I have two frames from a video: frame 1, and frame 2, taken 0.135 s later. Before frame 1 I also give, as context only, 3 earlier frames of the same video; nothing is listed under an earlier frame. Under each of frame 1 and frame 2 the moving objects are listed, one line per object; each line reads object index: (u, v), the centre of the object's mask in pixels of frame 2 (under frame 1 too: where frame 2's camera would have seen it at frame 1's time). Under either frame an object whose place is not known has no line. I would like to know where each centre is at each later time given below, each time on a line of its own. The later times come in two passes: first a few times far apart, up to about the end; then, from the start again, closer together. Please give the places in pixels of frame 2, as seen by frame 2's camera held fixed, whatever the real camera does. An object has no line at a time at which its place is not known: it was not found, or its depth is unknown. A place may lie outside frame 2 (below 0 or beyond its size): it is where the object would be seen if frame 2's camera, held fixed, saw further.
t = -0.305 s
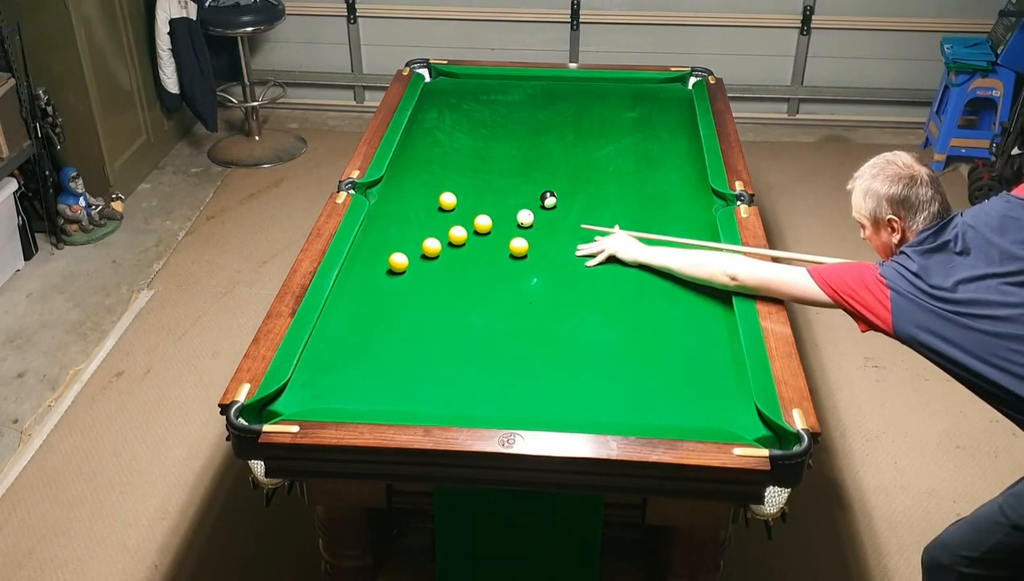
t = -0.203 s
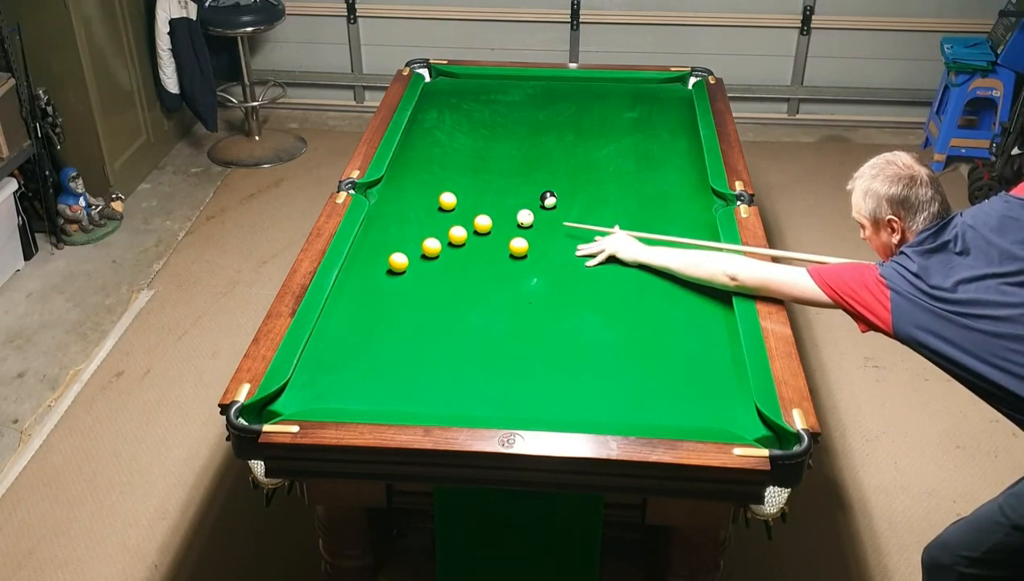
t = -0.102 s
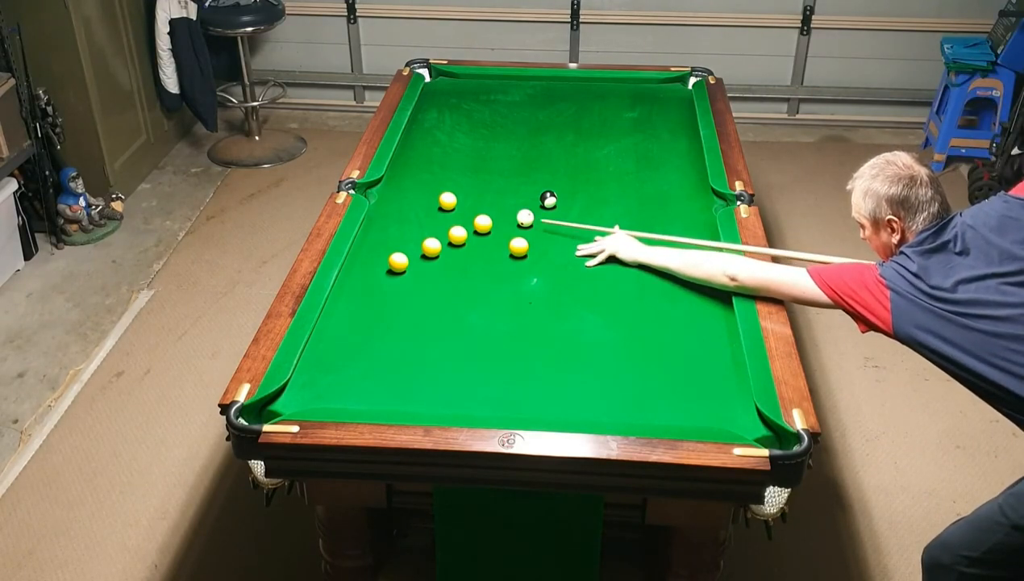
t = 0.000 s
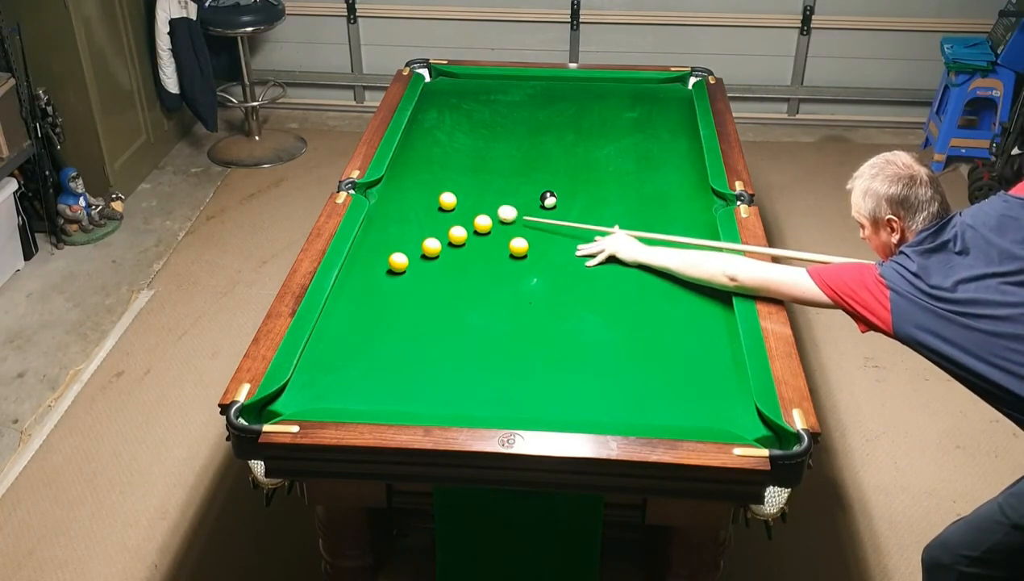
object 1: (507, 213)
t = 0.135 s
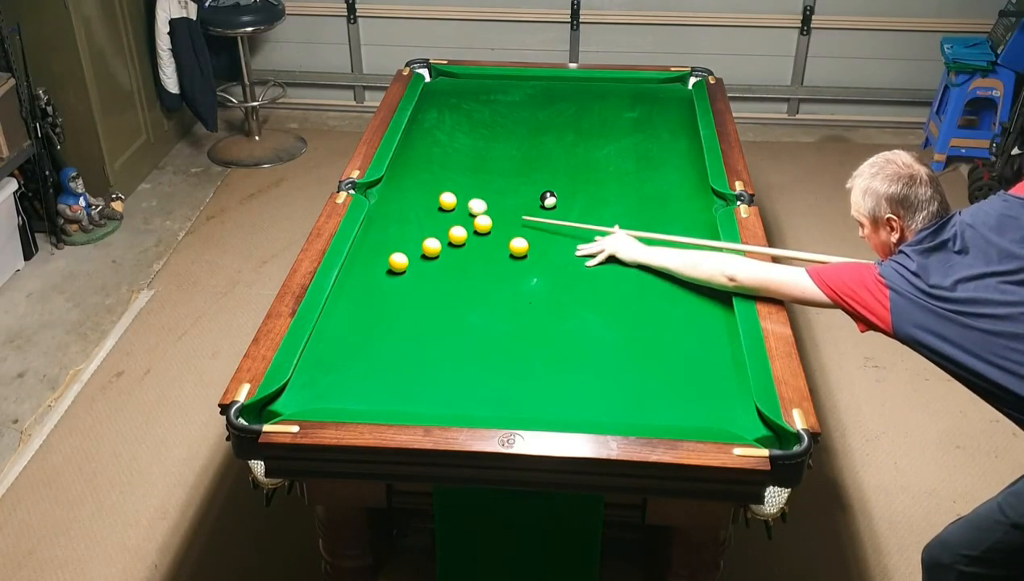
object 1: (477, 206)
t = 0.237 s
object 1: (464, 203)
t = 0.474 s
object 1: (459, 199)
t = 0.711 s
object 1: (454, 196)
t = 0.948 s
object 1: (450, 193)
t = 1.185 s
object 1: (448, 191)
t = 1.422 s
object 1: (446, 190)
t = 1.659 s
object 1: (446, 190)
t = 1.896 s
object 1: (446, 190)
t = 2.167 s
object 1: (446, 190)
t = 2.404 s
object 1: (446, 190)
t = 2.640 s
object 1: (446, 190)
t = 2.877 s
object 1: (446, 190)
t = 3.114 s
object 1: (446, 190)
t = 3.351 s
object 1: (446, 190)
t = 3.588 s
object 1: (446, 190)
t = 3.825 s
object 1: (446, 190)
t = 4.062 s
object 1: (446, 190)
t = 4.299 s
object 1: (446, 190)
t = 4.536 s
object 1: (446, 190)
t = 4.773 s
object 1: (446, 190)
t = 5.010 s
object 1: (446, 190)
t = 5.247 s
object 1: (446, 190)
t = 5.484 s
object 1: (446, 190)
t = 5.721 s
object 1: (446, 190)
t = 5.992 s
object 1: (446, 190)
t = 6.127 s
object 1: (446, 190)
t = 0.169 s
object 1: (470, 205)
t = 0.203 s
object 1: (464, 204)
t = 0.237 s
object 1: (464, 203)
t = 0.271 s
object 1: (463, 203)
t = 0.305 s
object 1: (462, 202)
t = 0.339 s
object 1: (462, 201)
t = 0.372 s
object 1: (461, 201)
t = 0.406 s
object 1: (460, 200)
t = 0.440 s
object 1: (459, 200)
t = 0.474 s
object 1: (459, 199)
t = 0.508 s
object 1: (458, 198)
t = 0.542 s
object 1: (457, 198)
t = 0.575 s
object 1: (456, 197)
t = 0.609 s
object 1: (456, 197)
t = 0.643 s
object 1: (455, 197)
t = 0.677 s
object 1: (454, 196)
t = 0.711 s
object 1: (454, 196)
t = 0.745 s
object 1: (453, 195)
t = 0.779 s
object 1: (453, 195)
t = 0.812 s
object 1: (452, 194)
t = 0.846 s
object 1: (452, 194)
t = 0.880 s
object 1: (451, 194)
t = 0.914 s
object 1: (451, 193)
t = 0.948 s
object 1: (450, 193)
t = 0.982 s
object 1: (450, 193)
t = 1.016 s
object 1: (449, 192)
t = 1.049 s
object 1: (449, 192)
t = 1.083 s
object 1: (449, 192)
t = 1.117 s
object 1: (448, 192)
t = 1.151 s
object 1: (448, 192)
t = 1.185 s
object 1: (448, 191)
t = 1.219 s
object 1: (448, 191)
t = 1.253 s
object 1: (447, 191)
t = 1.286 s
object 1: (447, 191)
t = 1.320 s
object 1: (447, 190)
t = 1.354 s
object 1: (447, 190)
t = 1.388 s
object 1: (446, 190)
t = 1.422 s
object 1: (446, 190)
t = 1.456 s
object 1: (446, 190)
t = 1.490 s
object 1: (446, 190)
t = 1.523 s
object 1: (446, 190)
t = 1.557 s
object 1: (446, 190)
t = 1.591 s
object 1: (446, 190)
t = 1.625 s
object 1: (446, 190)
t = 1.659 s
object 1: (446, 190)
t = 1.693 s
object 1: (446, 190)
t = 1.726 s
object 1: (446, 190)
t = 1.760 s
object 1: (446, 190)
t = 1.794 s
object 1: (446, 190)
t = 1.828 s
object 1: (446, 190)
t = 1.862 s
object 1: (446, 190)
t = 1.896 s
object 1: (446, 190)
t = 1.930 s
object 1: (446, 190)
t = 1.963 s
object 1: (446, 190)
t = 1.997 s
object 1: (446, 190)
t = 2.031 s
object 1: (446, 190)
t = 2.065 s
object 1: (446, 190)
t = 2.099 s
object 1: (446, 190)
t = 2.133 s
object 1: (446, 190)
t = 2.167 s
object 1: (446, 190)
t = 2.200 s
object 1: (446, 190)
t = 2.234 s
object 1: (446, 190)
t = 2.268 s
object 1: (446, 190)
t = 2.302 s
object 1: (446, 190)
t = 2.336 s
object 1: (446, 190)
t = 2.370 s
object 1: (446, 190)
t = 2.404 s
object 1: (446, 190)
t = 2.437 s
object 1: (446, 190)
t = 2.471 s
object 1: (446, 190)
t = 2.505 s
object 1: (446, 190)
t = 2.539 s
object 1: (446, 190)
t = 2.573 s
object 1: (446, 190)
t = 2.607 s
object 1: (446, 190)
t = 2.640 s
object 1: (446, 190)
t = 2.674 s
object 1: (446, 190)
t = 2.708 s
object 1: (446, 190)
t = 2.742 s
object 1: (446, 190)
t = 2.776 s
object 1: (446, 190)
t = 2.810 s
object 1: (446, 190)
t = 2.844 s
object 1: (446, 190)
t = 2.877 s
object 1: (446, 190)
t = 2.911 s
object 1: (446, 190)
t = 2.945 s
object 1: (446, 190)
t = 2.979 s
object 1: (446, 190)
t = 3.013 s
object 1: (446, 190)
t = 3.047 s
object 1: (446, 190)
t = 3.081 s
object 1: (446, 190)
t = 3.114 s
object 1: (446, 190)
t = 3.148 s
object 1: (446, 190)
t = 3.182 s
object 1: (446, 190)
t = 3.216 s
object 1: (446, 190)
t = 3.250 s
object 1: (446, 190)
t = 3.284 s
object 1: (446, 190)
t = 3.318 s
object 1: (446, 190)
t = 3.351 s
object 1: (446, 190)
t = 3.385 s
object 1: (446, 190)
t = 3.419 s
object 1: (446, 190)
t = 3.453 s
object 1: (446, 190)
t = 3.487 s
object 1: (446, 190)
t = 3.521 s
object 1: (446, 190)
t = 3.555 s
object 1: (446, 190)
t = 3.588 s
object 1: (446, 190)
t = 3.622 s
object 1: (446, 190)
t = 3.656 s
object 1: (446, 190)
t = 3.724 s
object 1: (446, 190)
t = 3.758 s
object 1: (446, 190)
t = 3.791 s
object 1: (446, 190)
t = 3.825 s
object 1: (446, 190)
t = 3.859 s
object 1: (446, 190)
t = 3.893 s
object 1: (446, 190)
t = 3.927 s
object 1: (446, 190)
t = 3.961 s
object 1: (446, 190)
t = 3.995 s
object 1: (446, 190)
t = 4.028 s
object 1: (446, 190)
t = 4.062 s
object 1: (446, 190)
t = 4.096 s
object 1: (446, 190)
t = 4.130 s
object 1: (446, 190)
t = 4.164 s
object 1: (446, 190)
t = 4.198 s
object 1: (446, 190)
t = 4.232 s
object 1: (446, 190)
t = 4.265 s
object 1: (446, 190)
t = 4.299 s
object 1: (446, 190)
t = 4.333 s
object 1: (446, 190)
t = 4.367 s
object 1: (446, 190)
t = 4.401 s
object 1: (446, 190)
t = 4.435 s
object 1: (446, 190)
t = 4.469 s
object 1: (446, 190)
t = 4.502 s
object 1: (446, 190)
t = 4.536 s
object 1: (446, 190)
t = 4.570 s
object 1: (446, 190)
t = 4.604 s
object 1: (446, 190)
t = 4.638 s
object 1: (446, 190)
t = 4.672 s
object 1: (446, 190)
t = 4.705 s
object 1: (446, 190)
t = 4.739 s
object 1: (446, 190)
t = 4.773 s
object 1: (446, 190)
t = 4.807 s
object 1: (446, 190)
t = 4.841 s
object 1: (446, 190)
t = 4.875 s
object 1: (446, 190)
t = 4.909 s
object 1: (446, 190)
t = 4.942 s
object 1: (446, 190)
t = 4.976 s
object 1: (446, 190)
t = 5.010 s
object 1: (446, 190)
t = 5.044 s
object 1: (446, 190)
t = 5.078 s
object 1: (446, 190)
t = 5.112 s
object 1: (446, 190)
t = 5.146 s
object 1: (446, 190)
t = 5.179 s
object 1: (446, 190)
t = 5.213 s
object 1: (446, 190)
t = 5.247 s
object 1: (446, 190)
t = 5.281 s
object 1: (446, 190)
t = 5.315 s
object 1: (446, 190)
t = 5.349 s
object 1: (446, 190)
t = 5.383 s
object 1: (446, 190)
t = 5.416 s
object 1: (446, 190)
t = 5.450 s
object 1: (446, 190)
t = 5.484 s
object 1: (446, 190)
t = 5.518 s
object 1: (446, 190)
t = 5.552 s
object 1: (446, 190)
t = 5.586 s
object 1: (446, 190)
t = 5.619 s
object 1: (446, 190)
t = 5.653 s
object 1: (446, 190)
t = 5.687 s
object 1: (446, 190)
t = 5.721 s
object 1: (446, 190)
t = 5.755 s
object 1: (446, 190)
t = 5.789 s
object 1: (446, 190)
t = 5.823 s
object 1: (446, 190)
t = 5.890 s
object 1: (446, 190)
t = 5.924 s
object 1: (446, 190)
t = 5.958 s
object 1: (446, 190)
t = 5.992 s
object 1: (446, 190)
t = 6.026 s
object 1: (446, 190)
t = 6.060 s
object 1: (446, 190)
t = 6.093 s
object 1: (446, 190)
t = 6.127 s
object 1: (446, 190)
